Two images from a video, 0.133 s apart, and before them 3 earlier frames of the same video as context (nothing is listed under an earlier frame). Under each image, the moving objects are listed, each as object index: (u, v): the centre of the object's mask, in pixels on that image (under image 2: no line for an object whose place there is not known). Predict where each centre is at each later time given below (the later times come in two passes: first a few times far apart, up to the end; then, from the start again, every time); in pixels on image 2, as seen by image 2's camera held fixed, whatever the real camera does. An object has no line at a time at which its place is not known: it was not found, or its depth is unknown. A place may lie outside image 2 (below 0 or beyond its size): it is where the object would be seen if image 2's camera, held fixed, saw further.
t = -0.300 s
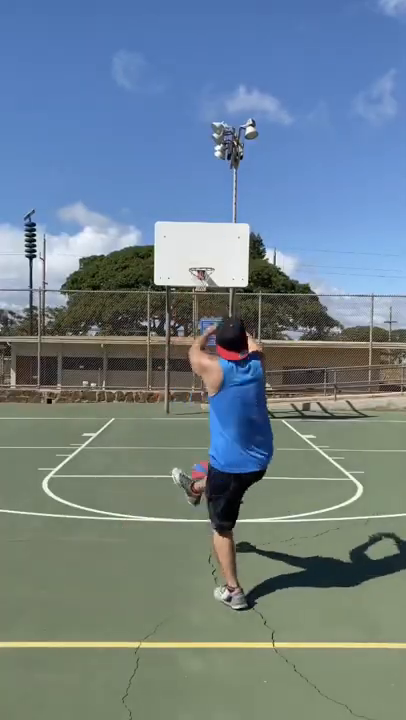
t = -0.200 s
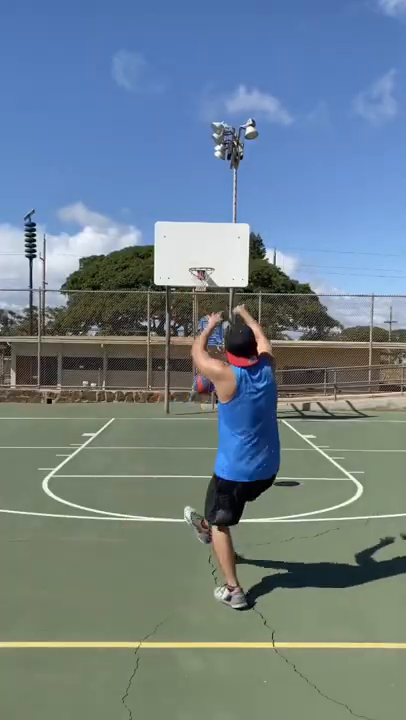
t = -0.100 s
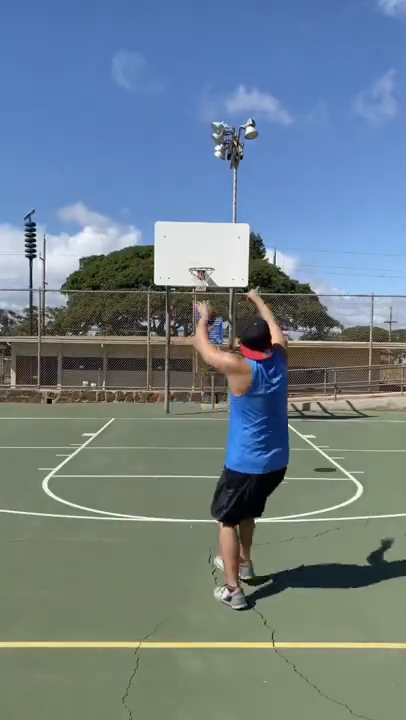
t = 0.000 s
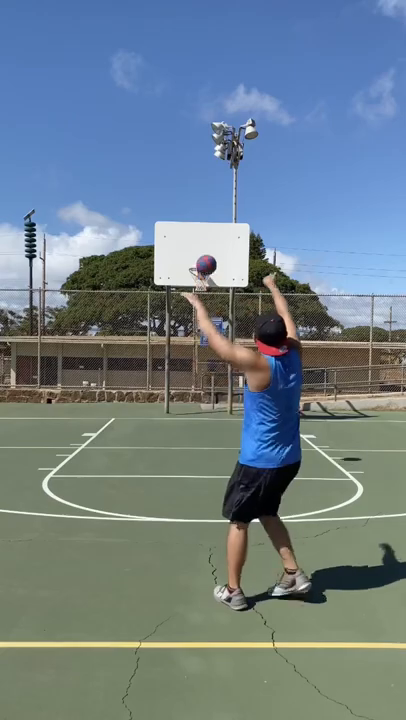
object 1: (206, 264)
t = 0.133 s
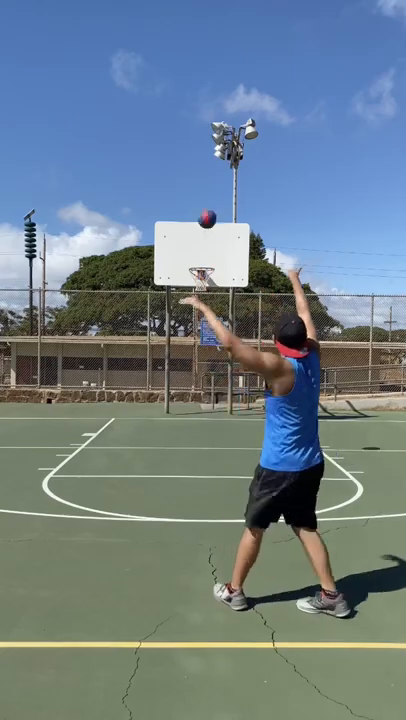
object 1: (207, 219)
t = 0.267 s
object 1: (207, 192)
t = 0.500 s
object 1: (206, 183)
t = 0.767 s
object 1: (204, 214)
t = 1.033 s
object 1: (201, 270)
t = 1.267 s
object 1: (200, 281)
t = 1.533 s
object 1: (199, 307)
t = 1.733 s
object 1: (197, 350)
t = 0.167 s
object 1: (207, 210)
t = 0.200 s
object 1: (207, 203)
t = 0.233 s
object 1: (207, 198)
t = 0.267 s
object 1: (207, 192)
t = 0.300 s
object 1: (207, 188)
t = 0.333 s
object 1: (207, 186)
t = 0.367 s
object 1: (207, 183)
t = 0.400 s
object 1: (206, 182)
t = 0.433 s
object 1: (206, 182)
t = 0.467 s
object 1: (206, 182)
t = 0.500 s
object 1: (206, 183)
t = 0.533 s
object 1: (206, 185)
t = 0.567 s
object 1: (206, 187)
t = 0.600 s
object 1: (206, 191)
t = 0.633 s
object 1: (206, 194)
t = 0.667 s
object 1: (205, 199)
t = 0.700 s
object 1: (205, 203)
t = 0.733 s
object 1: (205, 208)
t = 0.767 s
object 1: (204, 214)
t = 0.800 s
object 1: (204, 220)
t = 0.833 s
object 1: (203, 227)
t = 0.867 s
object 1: (203, 233)
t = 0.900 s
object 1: (203, 240)
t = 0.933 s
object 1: (202, 248)
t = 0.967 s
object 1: (202, 256)
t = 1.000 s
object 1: (201, 265)
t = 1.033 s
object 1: (201, 270)
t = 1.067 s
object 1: (201, 274)
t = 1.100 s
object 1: (201, 280)
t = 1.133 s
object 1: (201, 281)
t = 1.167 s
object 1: (201, 281)
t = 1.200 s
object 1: (201, 281)
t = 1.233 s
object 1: (201, 281)
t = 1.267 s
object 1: (200, 281)
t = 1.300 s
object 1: (201, 281)
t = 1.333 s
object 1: (201, 282)
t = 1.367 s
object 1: (199, 286)
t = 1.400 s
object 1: (199, 290)
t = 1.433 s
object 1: (199, 293)
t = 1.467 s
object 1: (199, 298)
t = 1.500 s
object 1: (199, 301)
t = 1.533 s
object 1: (199, 307)
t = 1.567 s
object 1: (199, 311)
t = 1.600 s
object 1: (198, 318)
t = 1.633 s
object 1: (199, 325)
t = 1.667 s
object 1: (197, 334)
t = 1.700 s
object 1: (197, 341)
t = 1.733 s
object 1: (197, 350)
